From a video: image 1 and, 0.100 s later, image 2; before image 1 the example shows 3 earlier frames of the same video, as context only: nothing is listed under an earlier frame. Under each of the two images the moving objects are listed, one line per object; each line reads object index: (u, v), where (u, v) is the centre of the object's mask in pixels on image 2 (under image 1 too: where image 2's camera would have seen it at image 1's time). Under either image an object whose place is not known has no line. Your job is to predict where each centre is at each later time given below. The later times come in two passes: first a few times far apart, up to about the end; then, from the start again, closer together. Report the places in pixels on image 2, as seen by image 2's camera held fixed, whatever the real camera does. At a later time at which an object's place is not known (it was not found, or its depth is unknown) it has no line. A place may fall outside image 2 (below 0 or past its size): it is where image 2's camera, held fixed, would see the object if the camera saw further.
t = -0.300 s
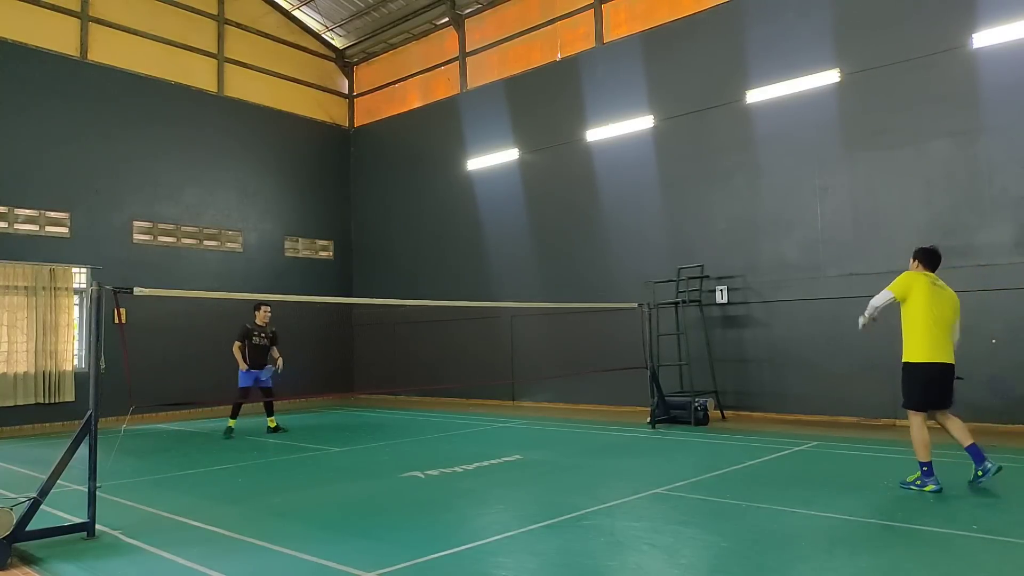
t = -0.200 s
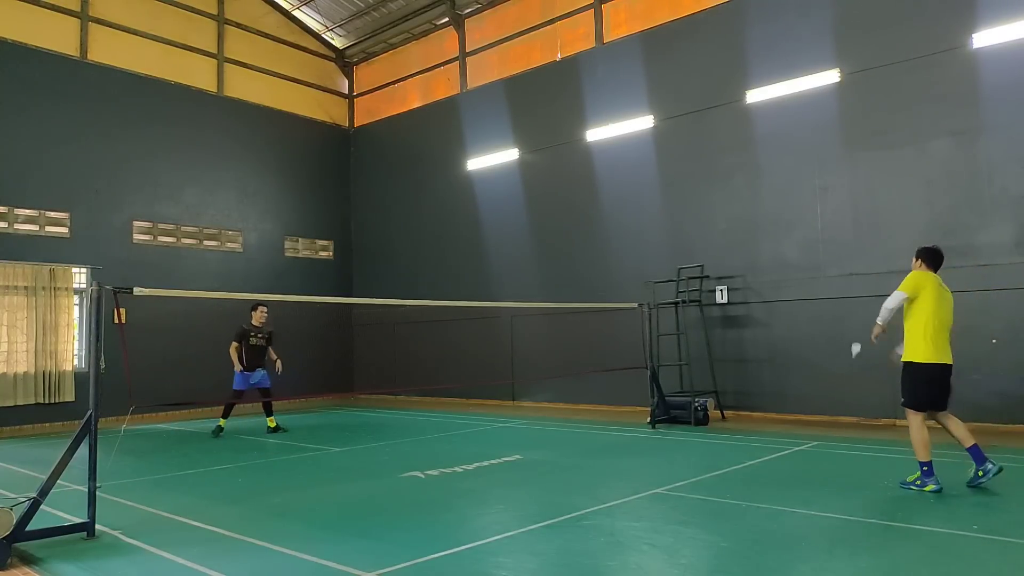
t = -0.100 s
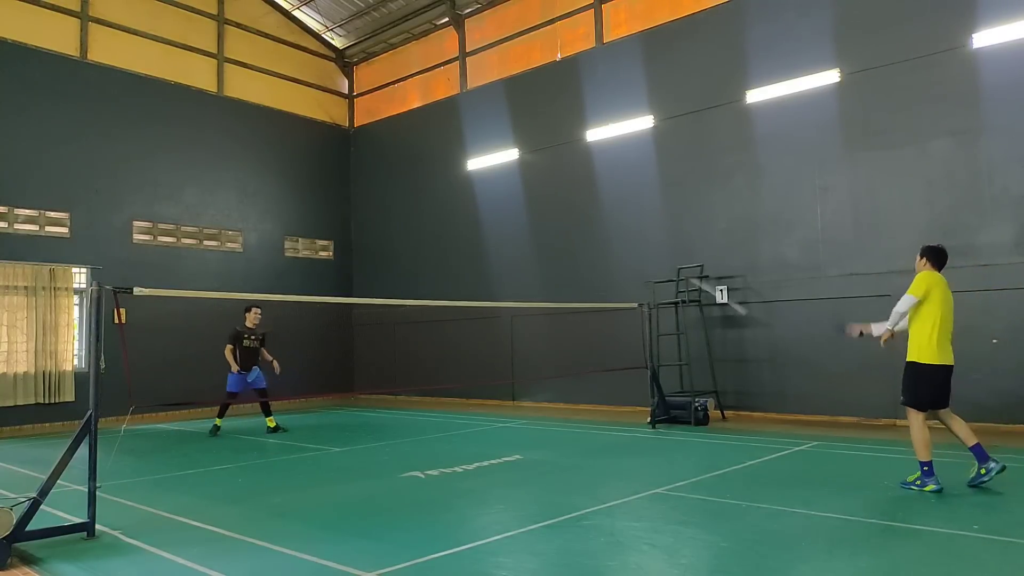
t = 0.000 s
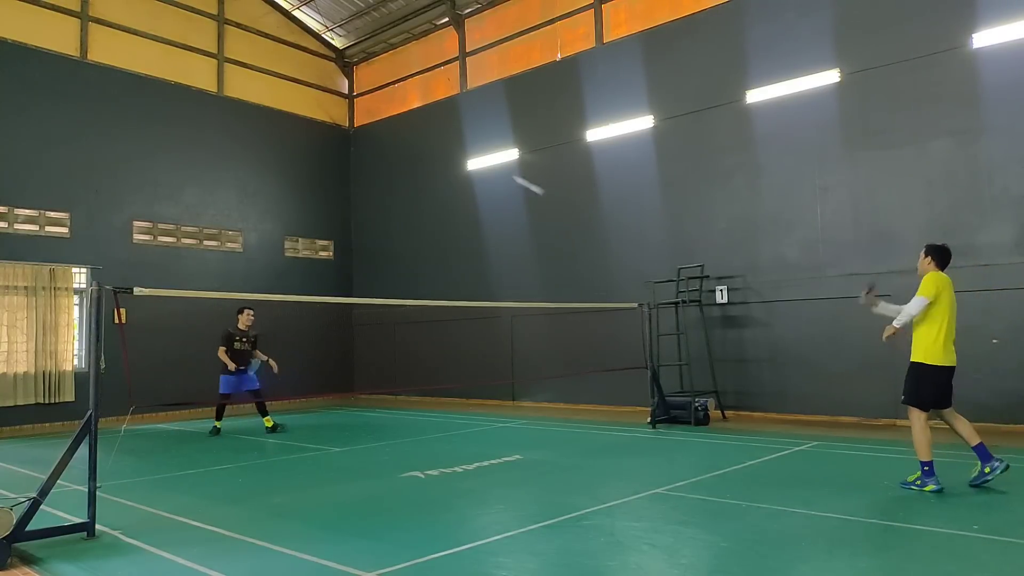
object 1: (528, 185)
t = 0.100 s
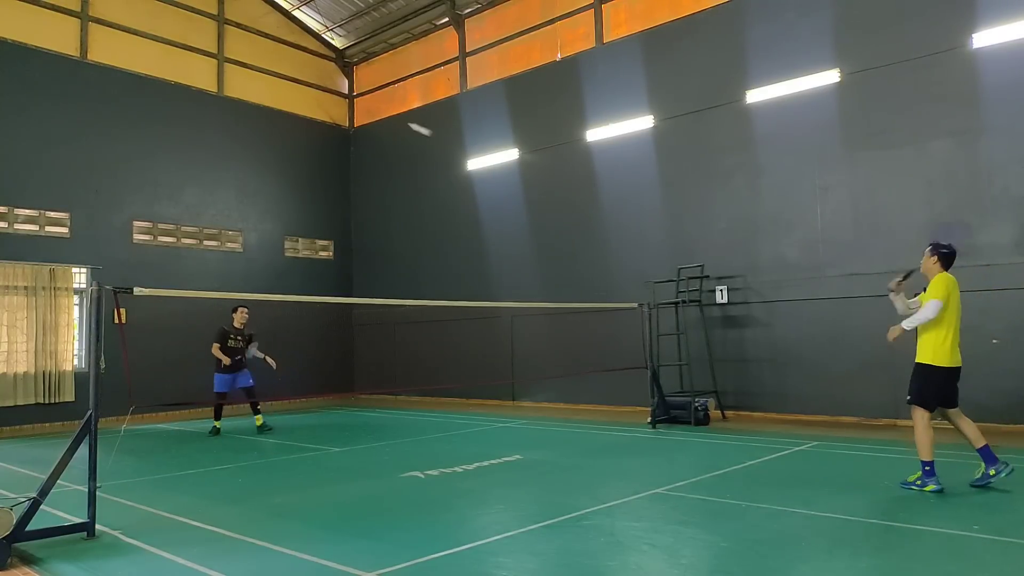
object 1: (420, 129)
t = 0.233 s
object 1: (328, 93)
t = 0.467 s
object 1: (223, 82)
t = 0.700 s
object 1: (156, 114)
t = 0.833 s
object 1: (127, 148)
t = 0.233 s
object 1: (328, 93)
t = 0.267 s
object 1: (310, 87)
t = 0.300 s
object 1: (292, 84)
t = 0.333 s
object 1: (276, 81)
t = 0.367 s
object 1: (262, 80)
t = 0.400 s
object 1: (247, 79)
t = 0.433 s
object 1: (235, 80)
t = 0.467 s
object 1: (223, 82)
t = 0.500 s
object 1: (212, 84)
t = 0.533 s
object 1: (201, 87)
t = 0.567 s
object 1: (191, 91)
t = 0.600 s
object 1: (181, 96)
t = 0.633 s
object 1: (172, 101)
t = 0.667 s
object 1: (163, 107)
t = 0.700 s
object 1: (156, 114)
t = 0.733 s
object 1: (148, 121)
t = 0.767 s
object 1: (140, 129)
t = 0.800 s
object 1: (133, 139)
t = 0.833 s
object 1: (127, 148)
